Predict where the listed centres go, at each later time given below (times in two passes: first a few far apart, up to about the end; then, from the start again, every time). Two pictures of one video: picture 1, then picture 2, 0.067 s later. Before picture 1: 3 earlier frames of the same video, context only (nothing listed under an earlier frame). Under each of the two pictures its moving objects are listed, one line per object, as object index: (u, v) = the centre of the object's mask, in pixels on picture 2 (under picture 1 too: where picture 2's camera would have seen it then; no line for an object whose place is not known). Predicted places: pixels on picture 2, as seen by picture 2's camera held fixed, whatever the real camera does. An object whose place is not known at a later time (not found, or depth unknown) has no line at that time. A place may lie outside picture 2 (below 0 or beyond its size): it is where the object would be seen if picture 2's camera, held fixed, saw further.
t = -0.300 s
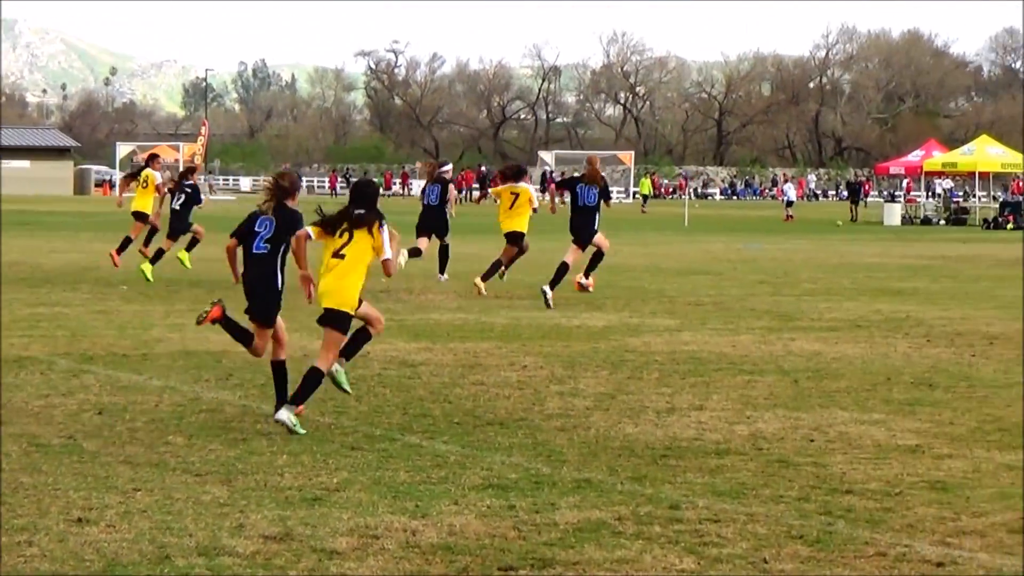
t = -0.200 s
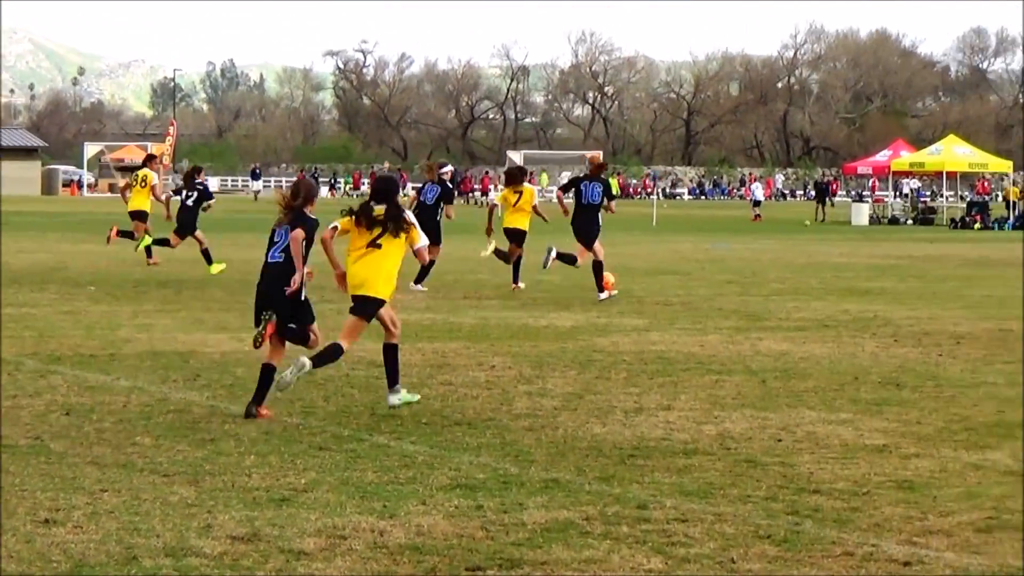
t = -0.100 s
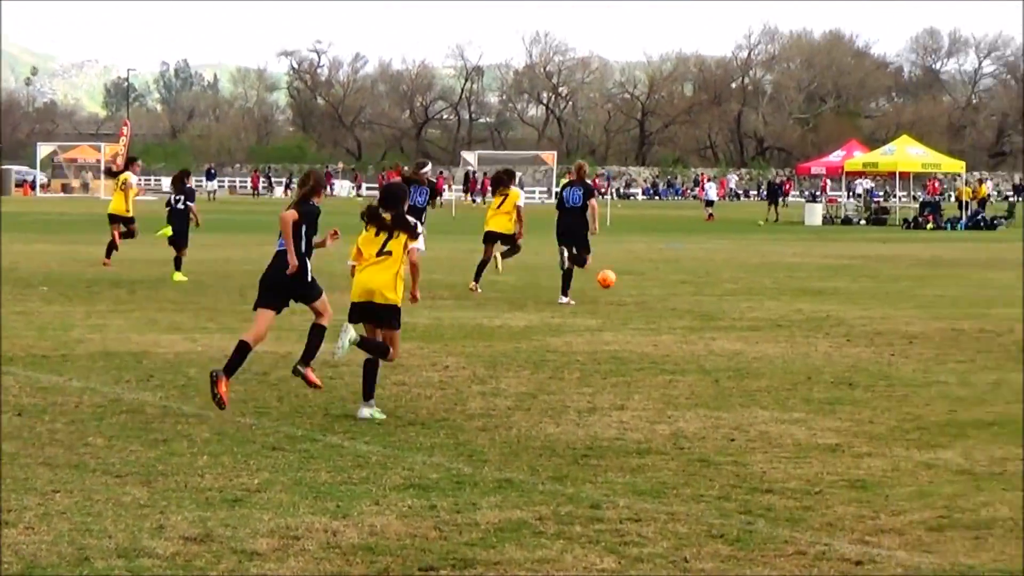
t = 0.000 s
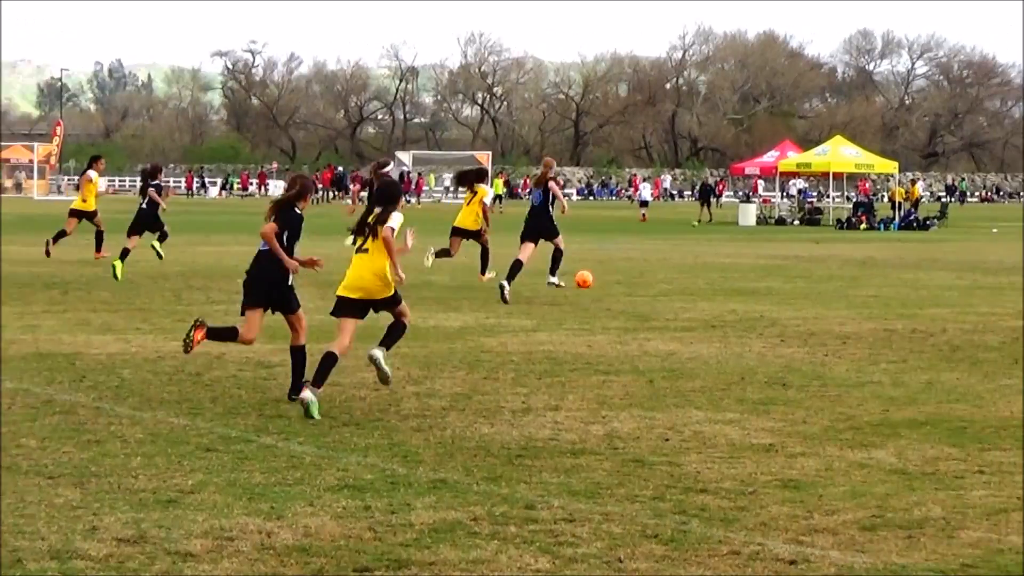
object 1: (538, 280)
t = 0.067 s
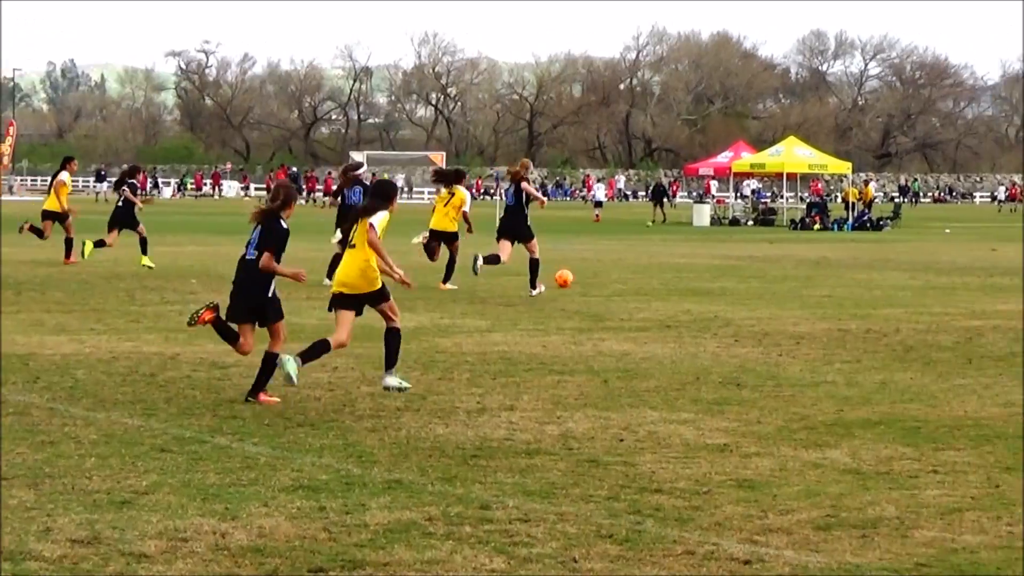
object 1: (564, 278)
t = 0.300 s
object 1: (641, 275)
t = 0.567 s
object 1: (717, 273)
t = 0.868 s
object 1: (796, 270)
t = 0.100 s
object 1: (576, 279)
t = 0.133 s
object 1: (588, 277)
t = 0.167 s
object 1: (598, 276)
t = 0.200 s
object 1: (609, 275)
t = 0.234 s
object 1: (620, 276)
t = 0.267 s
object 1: (630, 276)
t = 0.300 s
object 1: (641, 275)
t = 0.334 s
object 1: (650, 275)
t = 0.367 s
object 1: (660, 275)
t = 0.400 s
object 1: (669, 275)
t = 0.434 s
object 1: (679, 275)
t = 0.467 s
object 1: (688, 274)
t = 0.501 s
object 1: (698, 274)
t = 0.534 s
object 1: (708, 274)
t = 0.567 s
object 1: (717, 273)
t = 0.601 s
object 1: (726, 273)
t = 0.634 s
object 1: (736, 273)
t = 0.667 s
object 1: (744, 273)
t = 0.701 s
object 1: (753, 272)
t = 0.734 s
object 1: (762, 272)
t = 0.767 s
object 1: (770, 272)
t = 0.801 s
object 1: (779, 272)
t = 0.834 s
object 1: (788, 270)
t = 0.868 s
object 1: (796, 270)
